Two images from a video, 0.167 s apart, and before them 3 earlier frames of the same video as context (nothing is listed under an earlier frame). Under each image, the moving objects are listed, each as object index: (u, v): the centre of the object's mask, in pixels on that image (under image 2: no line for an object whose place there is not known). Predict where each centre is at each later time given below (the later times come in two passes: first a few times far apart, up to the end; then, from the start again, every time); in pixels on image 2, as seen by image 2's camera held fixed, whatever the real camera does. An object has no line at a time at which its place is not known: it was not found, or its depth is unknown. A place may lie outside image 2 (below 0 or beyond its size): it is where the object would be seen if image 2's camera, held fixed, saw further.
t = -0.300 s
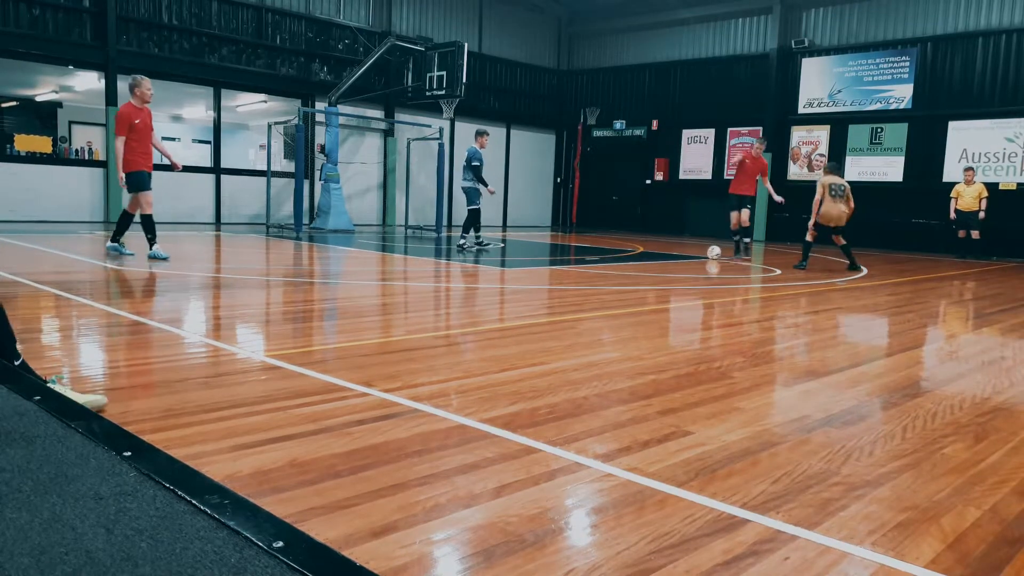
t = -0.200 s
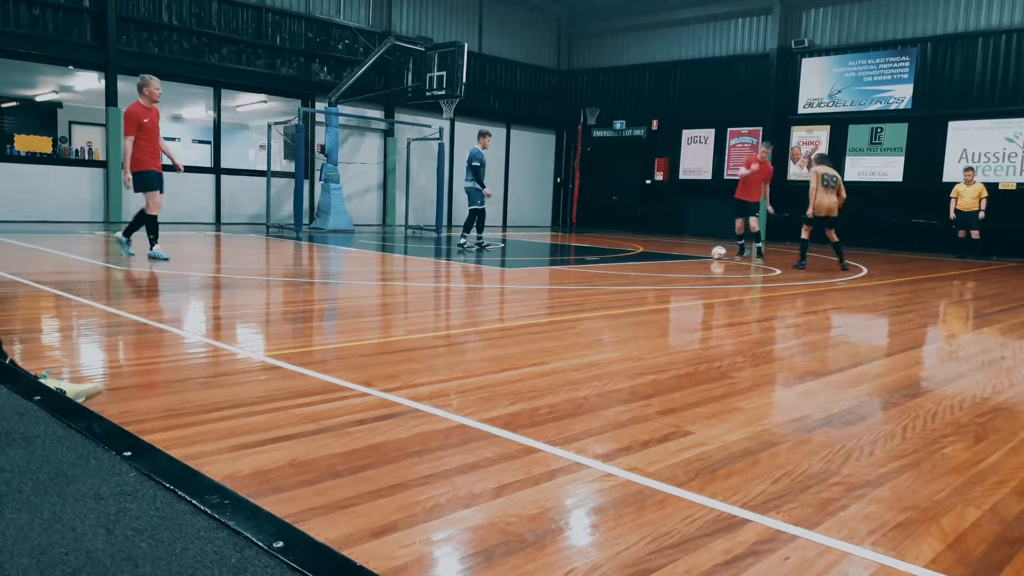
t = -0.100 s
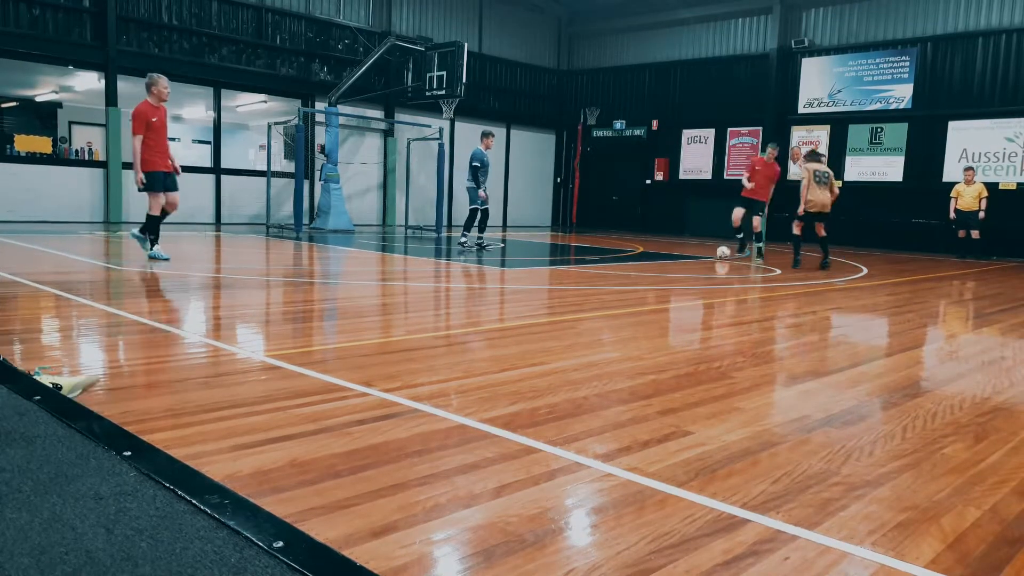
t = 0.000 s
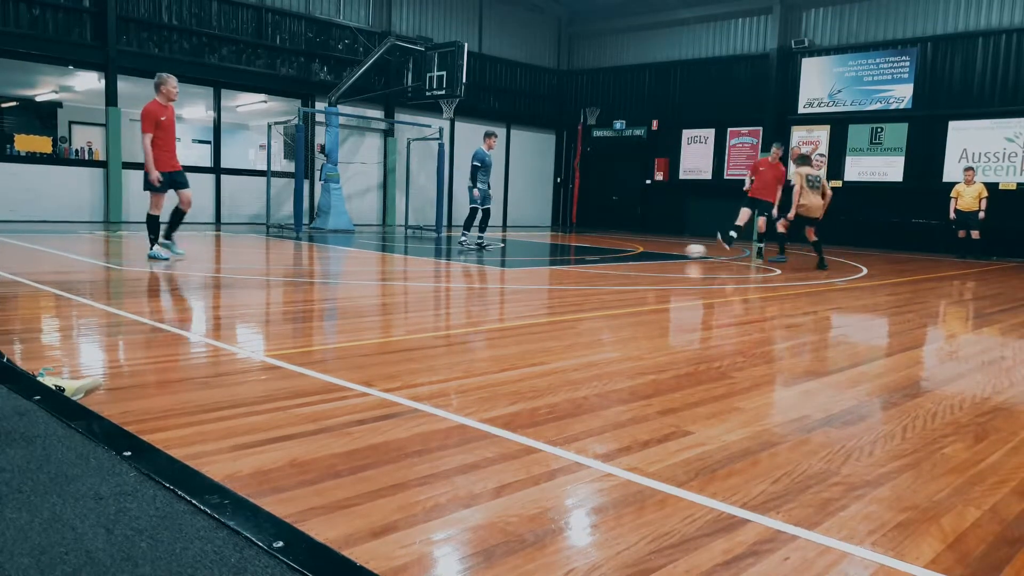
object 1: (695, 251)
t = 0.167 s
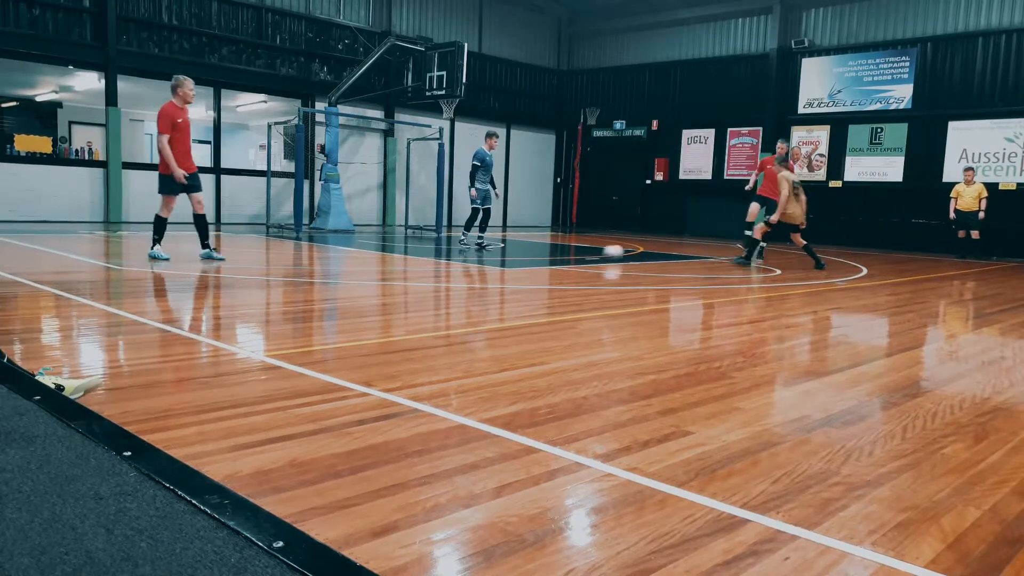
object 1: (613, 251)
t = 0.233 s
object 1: (579, 251)
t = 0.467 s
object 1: (458, 254)
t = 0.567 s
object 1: (404, 253)
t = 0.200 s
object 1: (596, 252)
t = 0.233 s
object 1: (579, 251)
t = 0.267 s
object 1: (563, 250)
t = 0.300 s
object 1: (546, 250)
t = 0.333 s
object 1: (528, 251)
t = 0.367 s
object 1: (511, 253)
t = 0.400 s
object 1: (493, 252)
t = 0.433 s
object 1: (476, 252)
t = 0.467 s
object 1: (458, 254)
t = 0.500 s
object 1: (440, 253)
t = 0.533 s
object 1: (422, 252)
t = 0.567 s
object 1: (404, 253)
